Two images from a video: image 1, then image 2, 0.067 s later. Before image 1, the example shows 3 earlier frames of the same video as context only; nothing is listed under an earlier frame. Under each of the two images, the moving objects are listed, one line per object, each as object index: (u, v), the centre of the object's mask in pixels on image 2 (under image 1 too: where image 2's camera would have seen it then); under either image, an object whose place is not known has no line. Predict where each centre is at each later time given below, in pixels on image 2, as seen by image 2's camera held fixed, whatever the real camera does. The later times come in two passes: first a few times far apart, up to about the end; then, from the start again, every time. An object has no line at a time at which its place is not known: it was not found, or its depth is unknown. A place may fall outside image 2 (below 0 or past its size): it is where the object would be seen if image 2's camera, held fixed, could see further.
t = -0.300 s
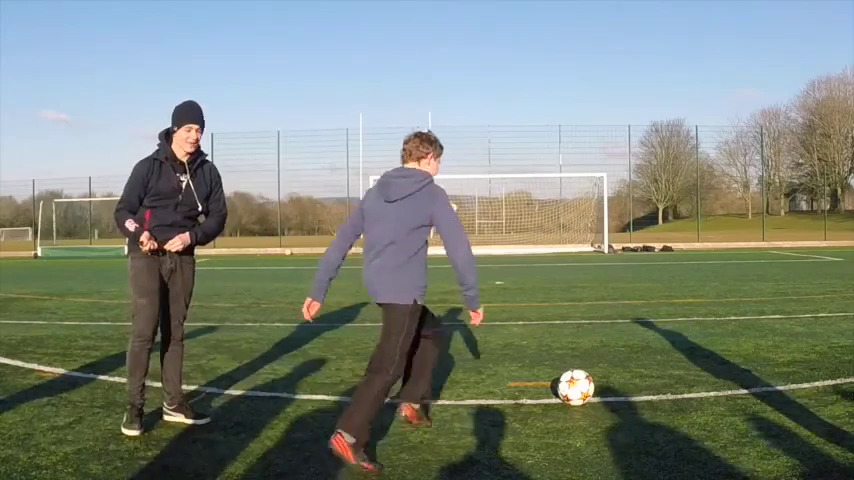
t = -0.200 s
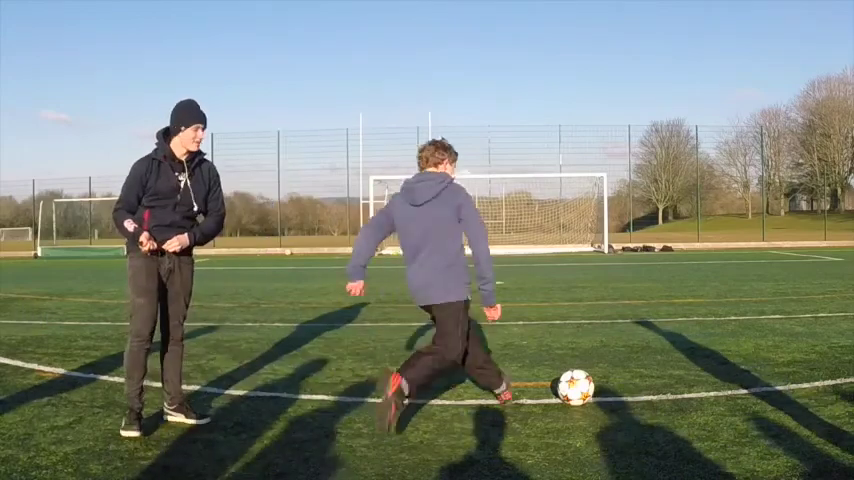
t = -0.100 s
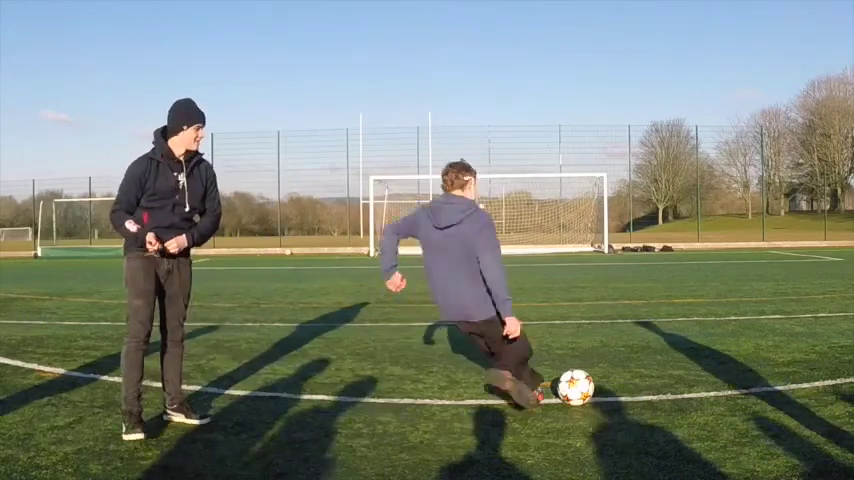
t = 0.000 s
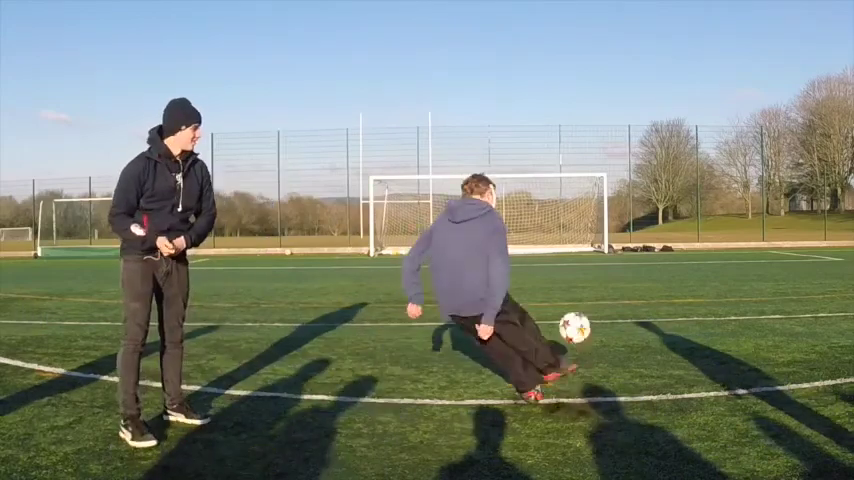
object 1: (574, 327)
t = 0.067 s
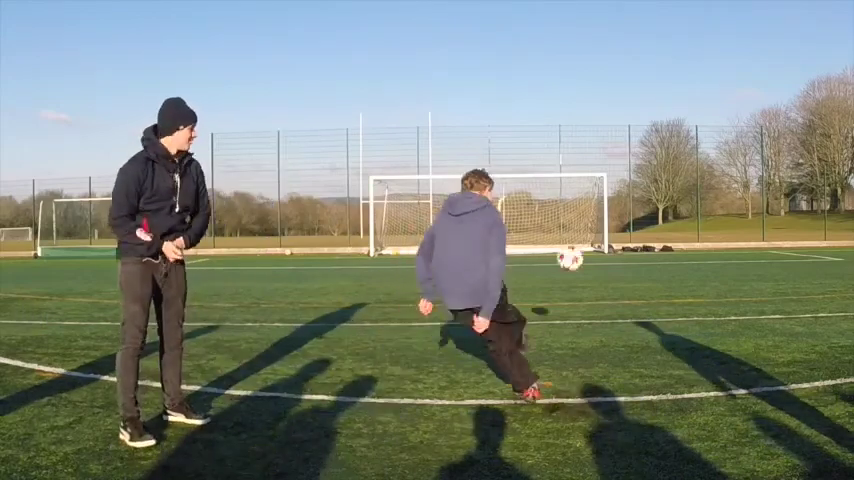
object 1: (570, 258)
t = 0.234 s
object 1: (560, 168)
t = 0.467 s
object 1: (551, 130)
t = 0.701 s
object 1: (538, 126)
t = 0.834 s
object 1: (531, 132)
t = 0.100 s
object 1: (567, 232)
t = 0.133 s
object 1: (565, 211)
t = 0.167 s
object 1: (563, 193)
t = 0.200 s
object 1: (562, 180)
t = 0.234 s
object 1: (560, 168)
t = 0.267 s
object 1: (560, 158)
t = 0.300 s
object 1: (559, 151)
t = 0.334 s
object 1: (557, 145)
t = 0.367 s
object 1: (555, 139)
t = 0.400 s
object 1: (554, 136)
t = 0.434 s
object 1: (552, 133)
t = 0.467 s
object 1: (551, 130)
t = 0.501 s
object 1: (549, 128)
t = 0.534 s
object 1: (547, 127)
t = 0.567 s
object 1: (545, 125)
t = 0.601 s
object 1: (544, 126)
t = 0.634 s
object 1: (542, 126)
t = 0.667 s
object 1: (540, 126)
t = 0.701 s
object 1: (538, 126)
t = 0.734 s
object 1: (536, 127)
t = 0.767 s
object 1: (534, 129)
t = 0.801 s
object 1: (533, 131)
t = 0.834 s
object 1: (531, 132)
